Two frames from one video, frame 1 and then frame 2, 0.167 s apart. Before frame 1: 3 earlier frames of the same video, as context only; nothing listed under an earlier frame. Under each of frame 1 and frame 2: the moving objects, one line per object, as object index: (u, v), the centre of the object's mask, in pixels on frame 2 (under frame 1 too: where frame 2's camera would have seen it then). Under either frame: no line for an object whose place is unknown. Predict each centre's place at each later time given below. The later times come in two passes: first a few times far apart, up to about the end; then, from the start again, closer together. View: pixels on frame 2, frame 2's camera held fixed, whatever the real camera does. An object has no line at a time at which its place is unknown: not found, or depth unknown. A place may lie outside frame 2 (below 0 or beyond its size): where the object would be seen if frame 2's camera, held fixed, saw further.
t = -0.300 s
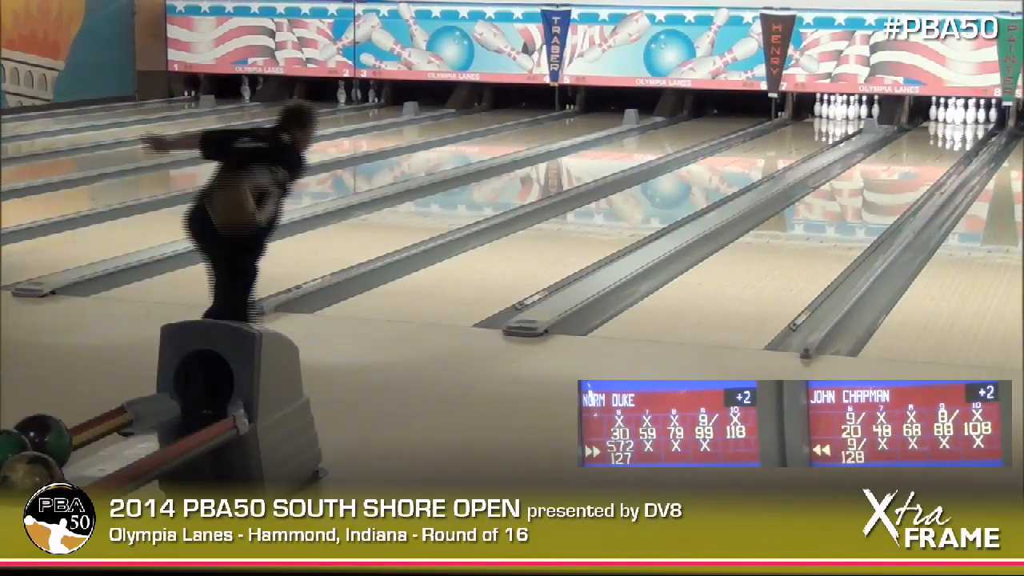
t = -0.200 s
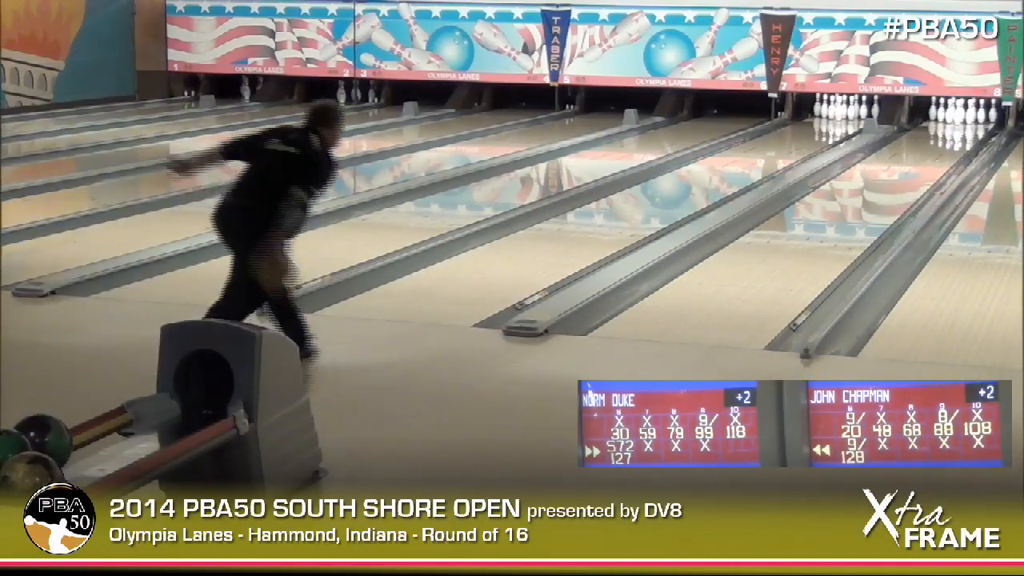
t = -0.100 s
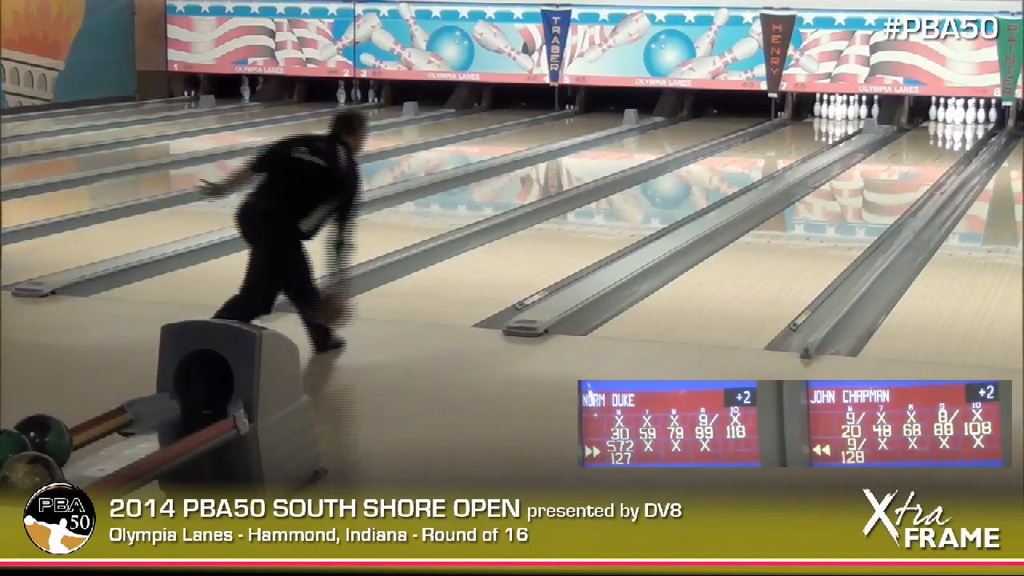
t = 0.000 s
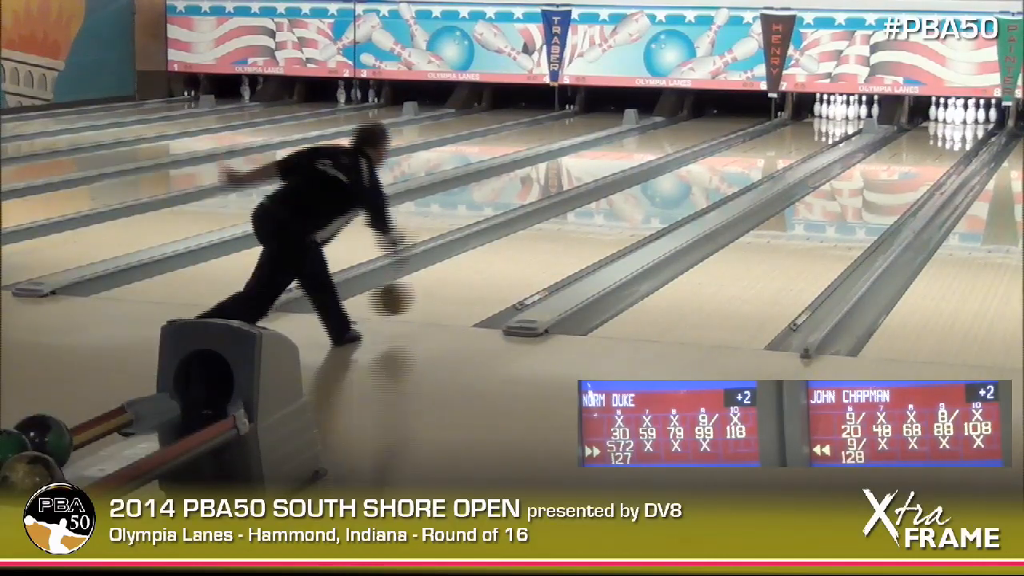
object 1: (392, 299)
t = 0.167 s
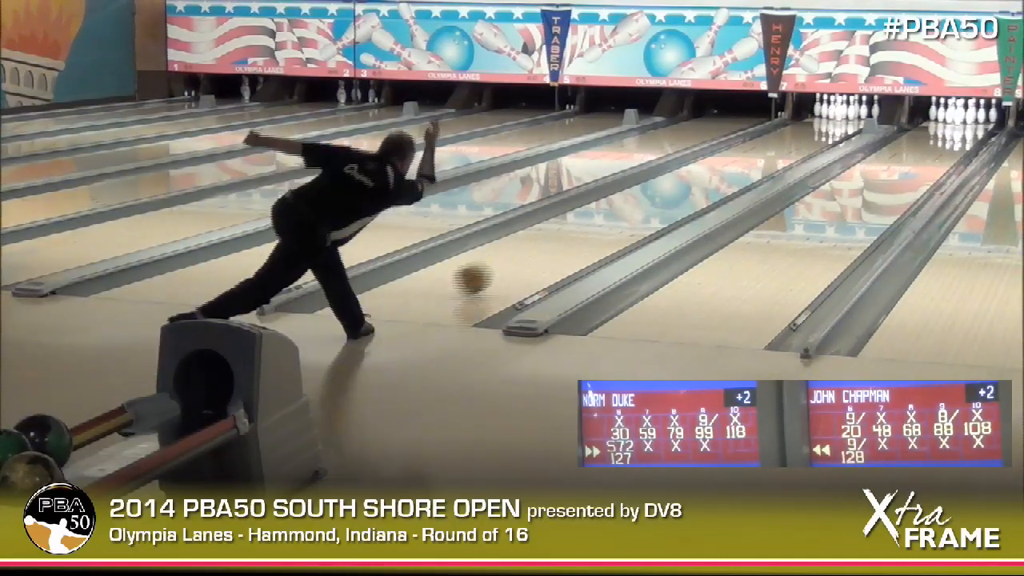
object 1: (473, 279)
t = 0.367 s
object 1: (549, 247)
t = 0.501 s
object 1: (591, 229)
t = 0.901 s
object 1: (687, 188)
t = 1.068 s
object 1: (716, 175)
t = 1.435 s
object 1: (769, 152)
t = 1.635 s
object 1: (790, 142)
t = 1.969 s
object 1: (819, 127)
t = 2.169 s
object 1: (832, 120)
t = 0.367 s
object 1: (549, 247)
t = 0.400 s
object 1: (562, 242)
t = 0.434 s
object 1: (572, 238)
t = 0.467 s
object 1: (581, 233)
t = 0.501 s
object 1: (591, 229)
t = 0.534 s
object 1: (601, 225)
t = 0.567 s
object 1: (610, 221)
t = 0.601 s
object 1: (619, 217)
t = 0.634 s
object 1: (628, 213)
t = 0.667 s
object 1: (636, 210)
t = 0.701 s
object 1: (644, 206)
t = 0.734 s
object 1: (652, 204)
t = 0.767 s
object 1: (660, 200)
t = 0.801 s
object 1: (666, 197)
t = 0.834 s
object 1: (674, 194)
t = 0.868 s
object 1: (680, 191)
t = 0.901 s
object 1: (687, 188)
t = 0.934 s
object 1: (692, 185)
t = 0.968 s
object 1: (699, 182)
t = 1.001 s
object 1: (704, 180)
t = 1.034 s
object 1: (711, 178)
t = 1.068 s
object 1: (716, 175)
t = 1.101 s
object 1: (721, 173)
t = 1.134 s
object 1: (727, 170)
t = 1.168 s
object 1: (732, 169)
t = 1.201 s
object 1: (737, 166)
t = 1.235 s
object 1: (742, 164)
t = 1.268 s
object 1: (746, 162)
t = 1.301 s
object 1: (751, 160)
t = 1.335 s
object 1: (755, 158)
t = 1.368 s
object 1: (761, 155)
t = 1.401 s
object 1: (765, 154)
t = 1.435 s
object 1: (769, 152)
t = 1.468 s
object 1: (772, 150)
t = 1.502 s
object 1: (776, 148)
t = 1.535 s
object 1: (781, 147)
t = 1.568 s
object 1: (783, 145)
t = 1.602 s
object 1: (786, 143)
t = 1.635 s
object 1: (790, 142)
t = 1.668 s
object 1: (794, 140)
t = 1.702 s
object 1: (797, 138)
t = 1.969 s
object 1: (819, 127)
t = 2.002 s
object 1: (820, 126)
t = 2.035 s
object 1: (823, 124)
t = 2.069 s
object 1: (826, 124)
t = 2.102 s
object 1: (828, 123)
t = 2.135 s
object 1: (830, 122)
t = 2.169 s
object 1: (832, 120)
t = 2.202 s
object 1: (833, 119)
